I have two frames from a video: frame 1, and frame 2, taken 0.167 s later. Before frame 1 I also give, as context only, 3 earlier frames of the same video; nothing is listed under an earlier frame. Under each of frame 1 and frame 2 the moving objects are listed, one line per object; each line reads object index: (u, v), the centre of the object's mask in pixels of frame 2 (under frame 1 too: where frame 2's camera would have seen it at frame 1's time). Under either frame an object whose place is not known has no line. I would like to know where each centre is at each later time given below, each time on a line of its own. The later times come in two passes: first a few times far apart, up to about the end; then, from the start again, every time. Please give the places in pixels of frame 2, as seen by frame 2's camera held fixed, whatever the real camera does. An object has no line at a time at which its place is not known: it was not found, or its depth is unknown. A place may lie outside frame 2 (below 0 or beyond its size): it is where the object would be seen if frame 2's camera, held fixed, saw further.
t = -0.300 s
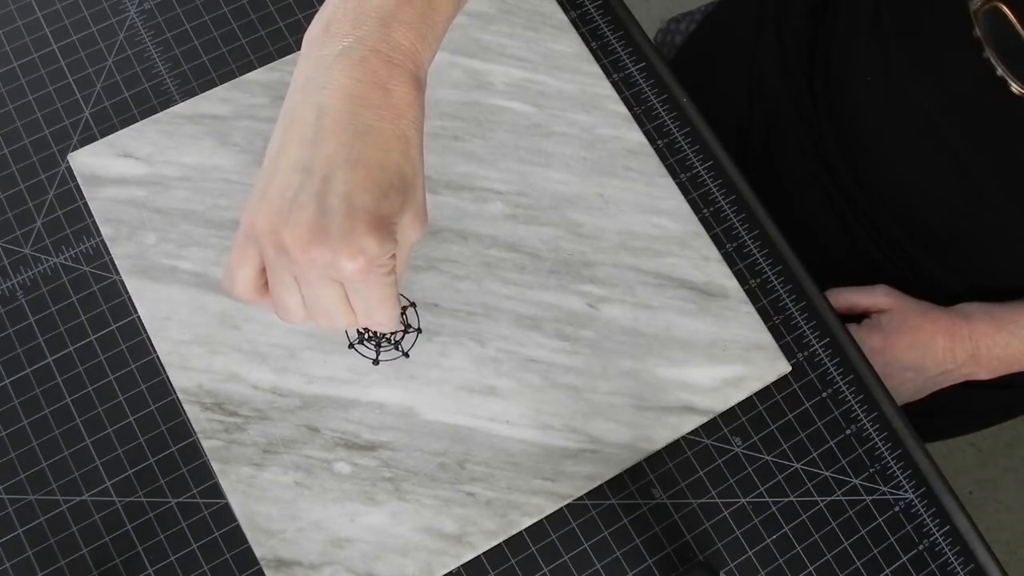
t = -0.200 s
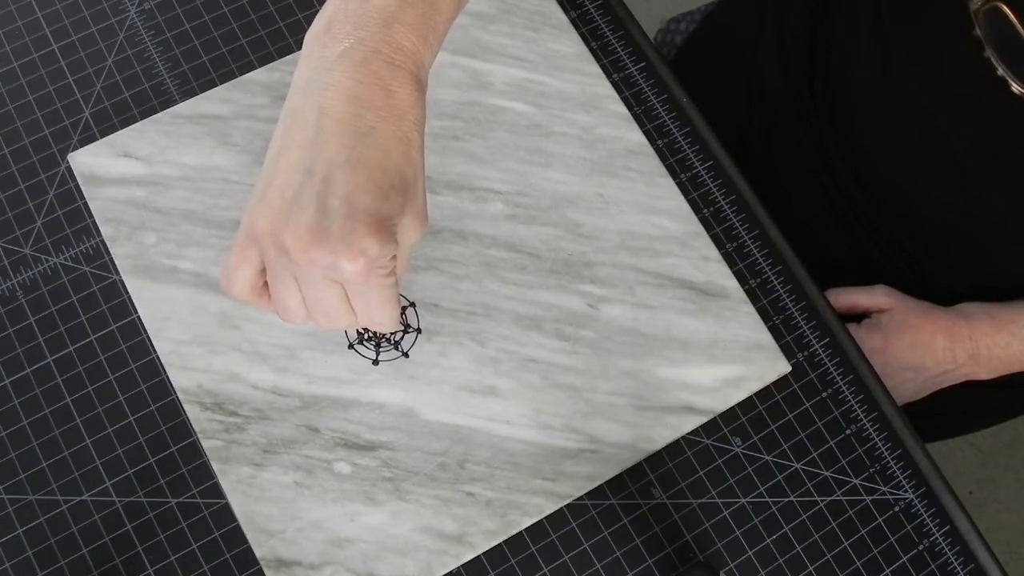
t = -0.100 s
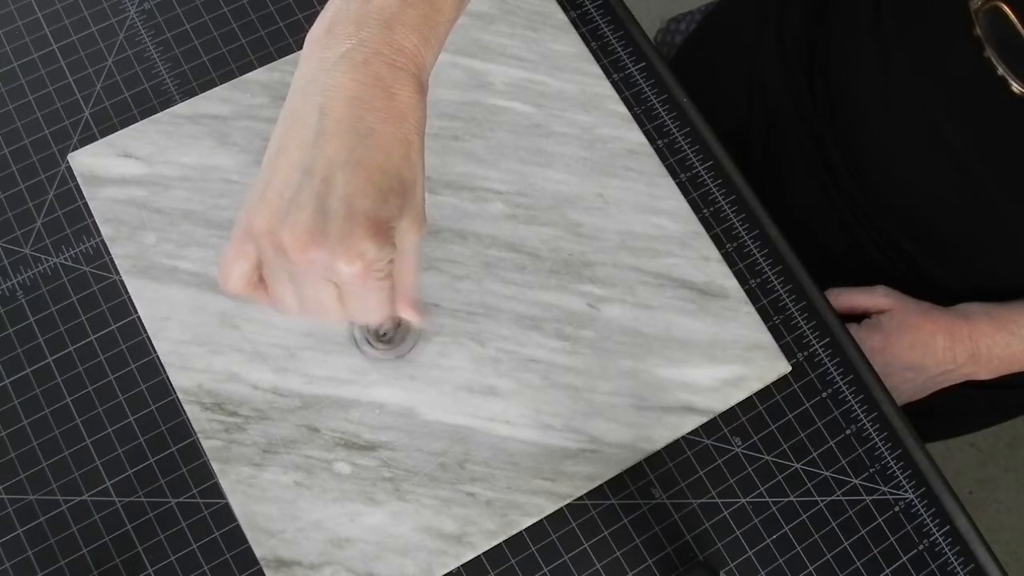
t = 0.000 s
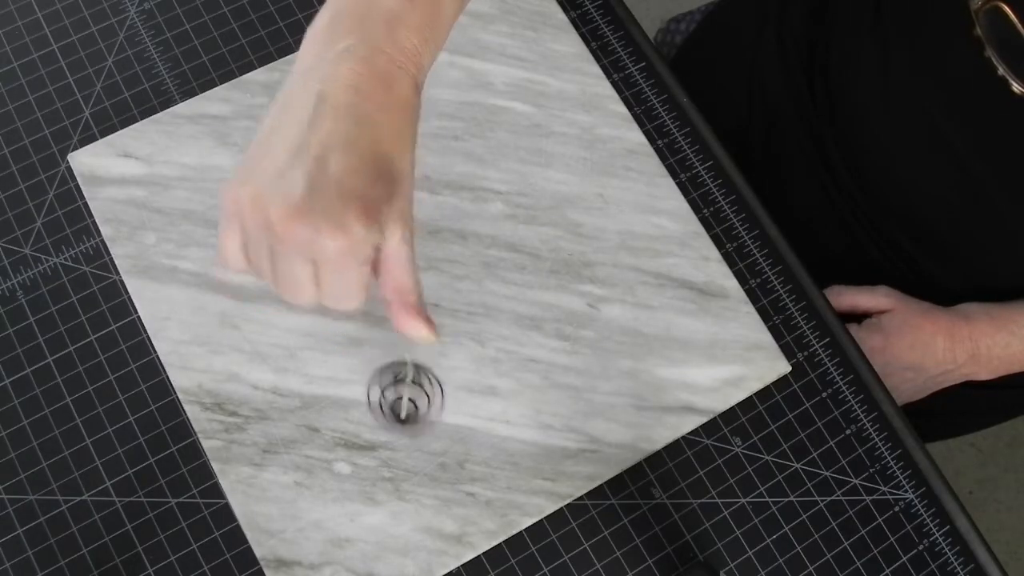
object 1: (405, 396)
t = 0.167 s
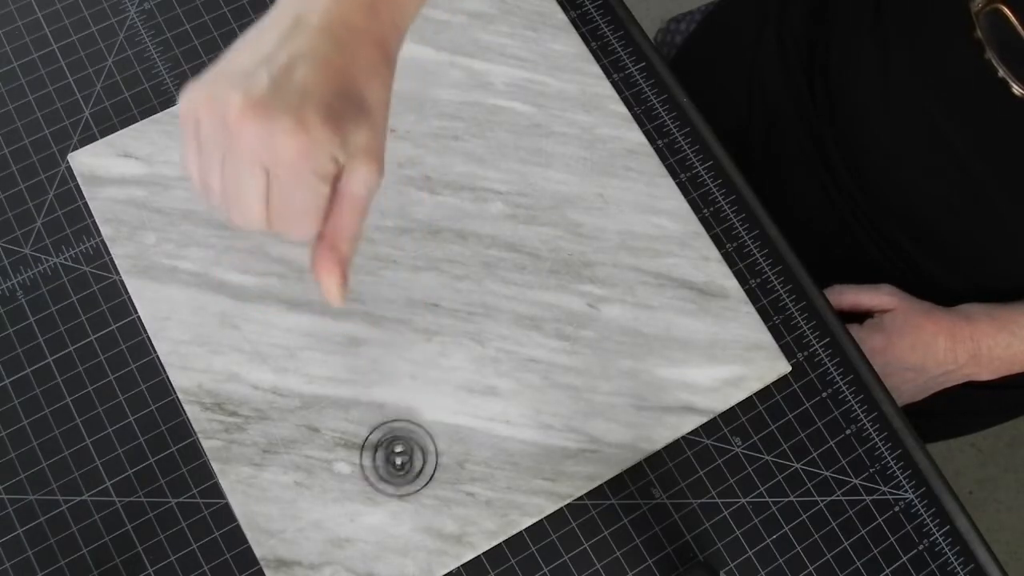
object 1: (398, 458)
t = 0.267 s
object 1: (383, 462)
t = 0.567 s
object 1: (356, 466)
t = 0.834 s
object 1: (360, 519)
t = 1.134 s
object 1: (380, 544)
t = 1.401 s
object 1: (380, 543)
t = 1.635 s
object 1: (380, 543)
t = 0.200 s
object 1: (392, 461)
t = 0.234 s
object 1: (386, 463)
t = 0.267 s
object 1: (383, 462)
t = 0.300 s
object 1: (379, 461)
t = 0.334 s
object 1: (376, 459)
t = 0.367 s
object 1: (375, 460)
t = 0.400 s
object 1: (375, 460)
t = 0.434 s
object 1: (373, 462)
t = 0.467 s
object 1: (370, 465)
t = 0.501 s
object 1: (366, 467)
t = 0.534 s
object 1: (361, 464)
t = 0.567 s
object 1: (356, 466)
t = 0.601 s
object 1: (349, 465)
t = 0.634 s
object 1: (344, 466)
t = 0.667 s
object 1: (338, 473)
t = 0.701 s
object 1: (336, 483)
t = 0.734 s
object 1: (339, 496)
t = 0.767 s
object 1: (345, 505)
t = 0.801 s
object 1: (353, 511)
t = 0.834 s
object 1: (360, 519)
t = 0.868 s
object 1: (370, 526)
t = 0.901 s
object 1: (375, 536)
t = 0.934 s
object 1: (380, 540)
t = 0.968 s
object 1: (384, 544)
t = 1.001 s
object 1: (387, 545)
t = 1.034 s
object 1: (388, 544)
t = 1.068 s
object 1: (382, 547)
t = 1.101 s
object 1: (380, 546)
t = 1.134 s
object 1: (380, 544)
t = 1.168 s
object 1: (380, 543)
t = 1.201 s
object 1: (380, 543)
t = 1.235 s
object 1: (380, 543)
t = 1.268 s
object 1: (380, 543)
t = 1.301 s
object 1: (380, 543)
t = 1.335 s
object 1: (380, 543)
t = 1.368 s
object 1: (380, 543)
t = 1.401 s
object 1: (380, 543)
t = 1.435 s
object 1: (380, 543)
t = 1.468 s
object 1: (380, 543)
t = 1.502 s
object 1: (380, 543)
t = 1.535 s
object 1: (380, 543)
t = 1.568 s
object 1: (380, 543)
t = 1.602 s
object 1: (380, 543)
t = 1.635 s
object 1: (380, 543)
